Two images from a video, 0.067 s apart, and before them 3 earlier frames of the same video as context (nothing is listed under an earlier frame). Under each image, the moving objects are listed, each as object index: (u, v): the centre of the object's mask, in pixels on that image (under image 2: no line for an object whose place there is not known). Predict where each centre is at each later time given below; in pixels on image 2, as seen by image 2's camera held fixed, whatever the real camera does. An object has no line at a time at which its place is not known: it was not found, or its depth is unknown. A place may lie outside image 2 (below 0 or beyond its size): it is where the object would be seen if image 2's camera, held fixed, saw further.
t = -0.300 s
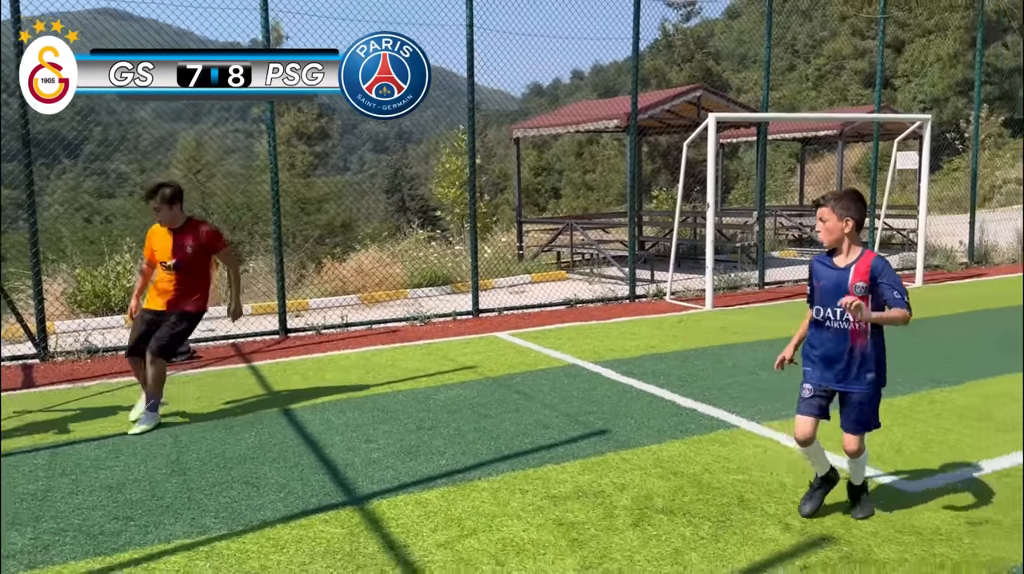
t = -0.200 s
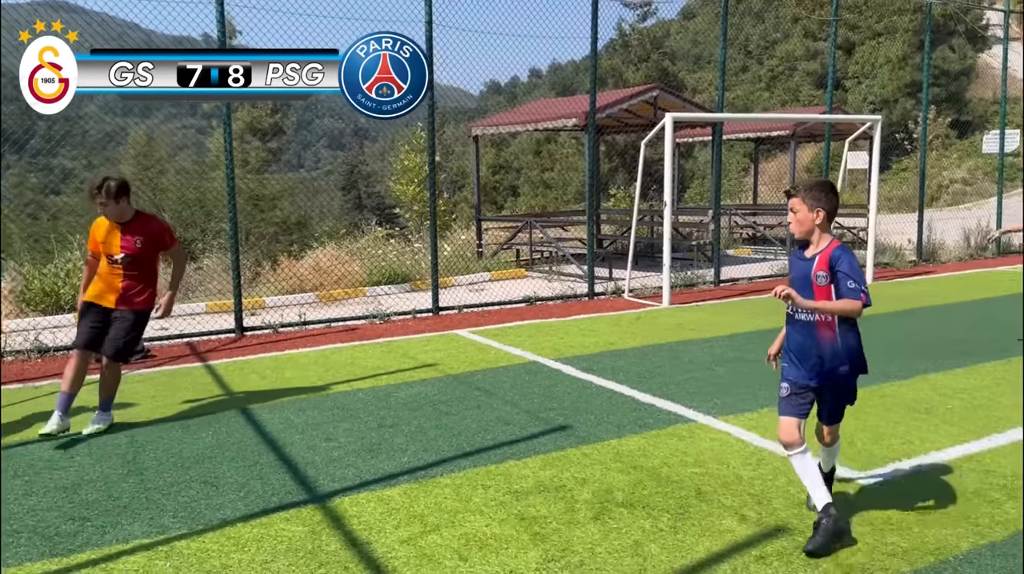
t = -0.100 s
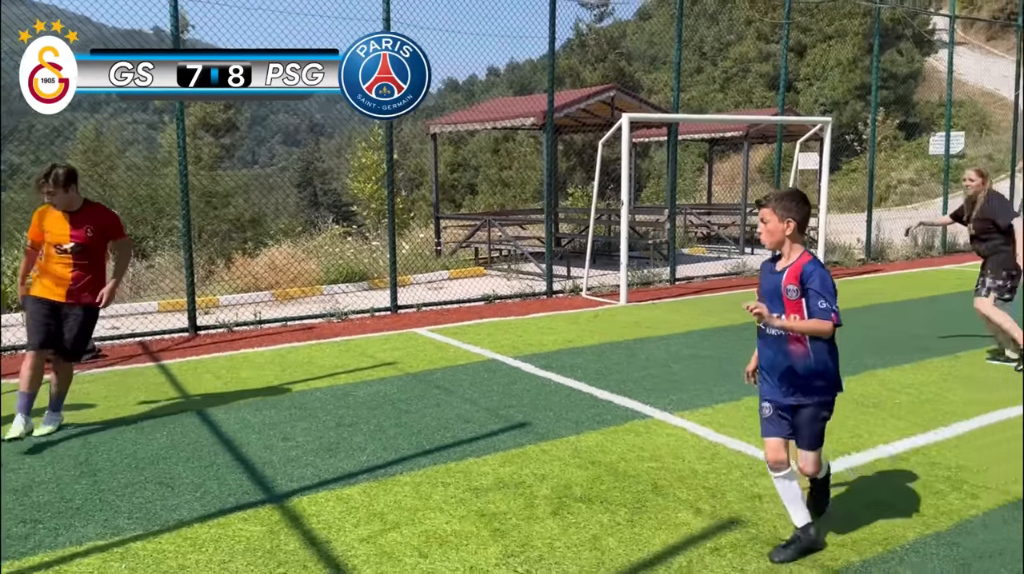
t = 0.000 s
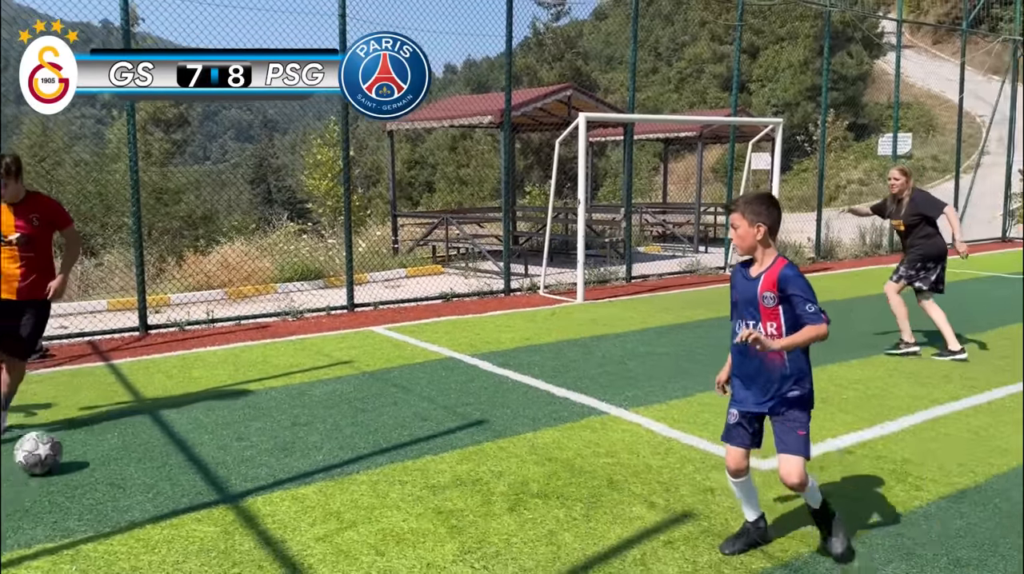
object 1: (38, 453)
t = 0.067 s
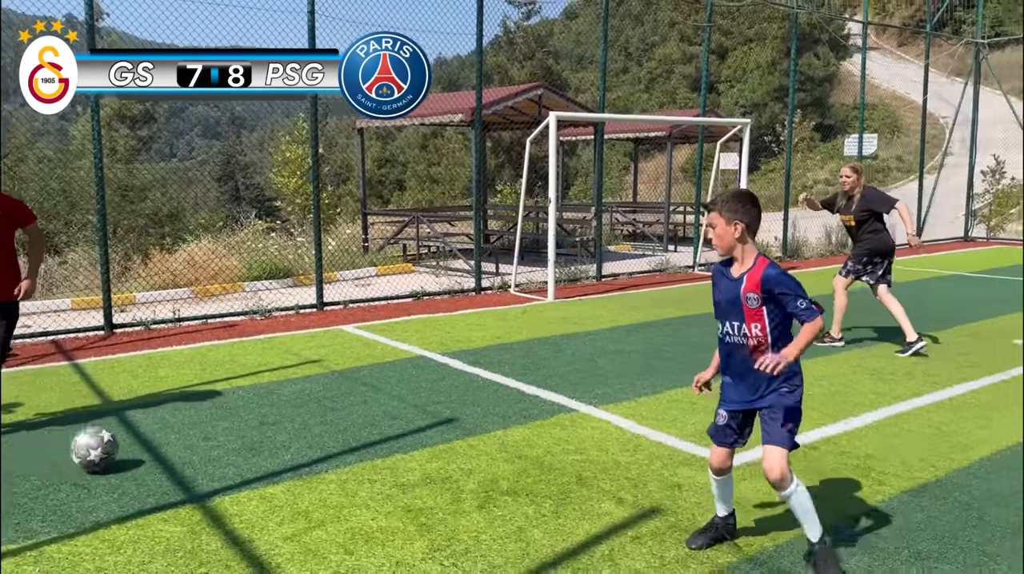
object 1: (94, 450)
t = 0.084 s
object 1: (117, 451)
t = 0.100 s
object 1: (139, 450)
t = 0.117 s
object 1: (164, 450)
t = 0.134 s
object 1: (183, 447)
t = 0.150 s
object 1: (203, 445)
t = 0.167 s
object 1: (223, 443)
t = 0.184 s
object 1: (242, 441)
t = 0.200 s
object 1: (261, 440)
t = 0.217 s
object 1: (281, 441)
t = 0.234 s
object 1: (299, 441)
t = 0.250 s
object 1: (319, 442)
